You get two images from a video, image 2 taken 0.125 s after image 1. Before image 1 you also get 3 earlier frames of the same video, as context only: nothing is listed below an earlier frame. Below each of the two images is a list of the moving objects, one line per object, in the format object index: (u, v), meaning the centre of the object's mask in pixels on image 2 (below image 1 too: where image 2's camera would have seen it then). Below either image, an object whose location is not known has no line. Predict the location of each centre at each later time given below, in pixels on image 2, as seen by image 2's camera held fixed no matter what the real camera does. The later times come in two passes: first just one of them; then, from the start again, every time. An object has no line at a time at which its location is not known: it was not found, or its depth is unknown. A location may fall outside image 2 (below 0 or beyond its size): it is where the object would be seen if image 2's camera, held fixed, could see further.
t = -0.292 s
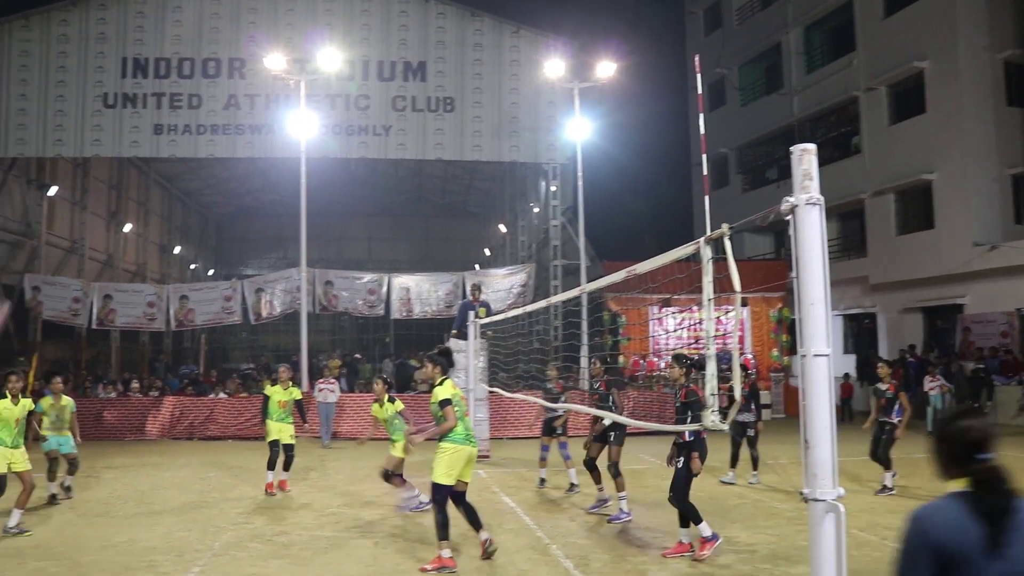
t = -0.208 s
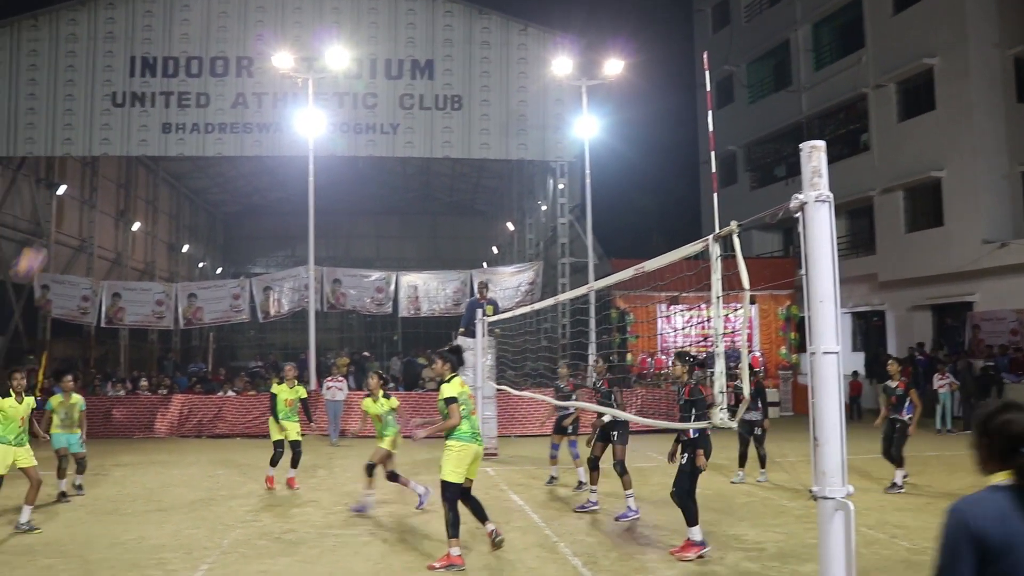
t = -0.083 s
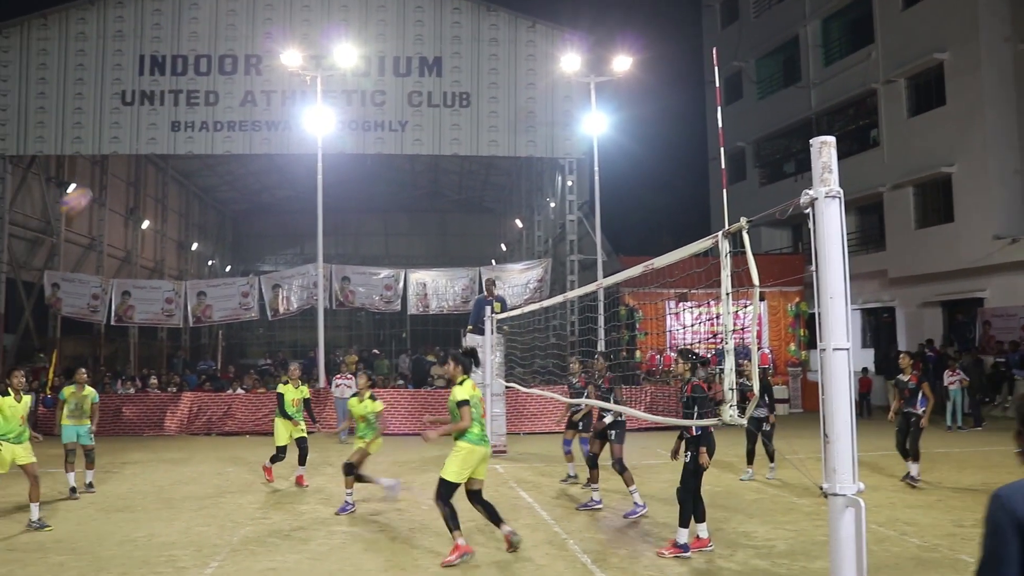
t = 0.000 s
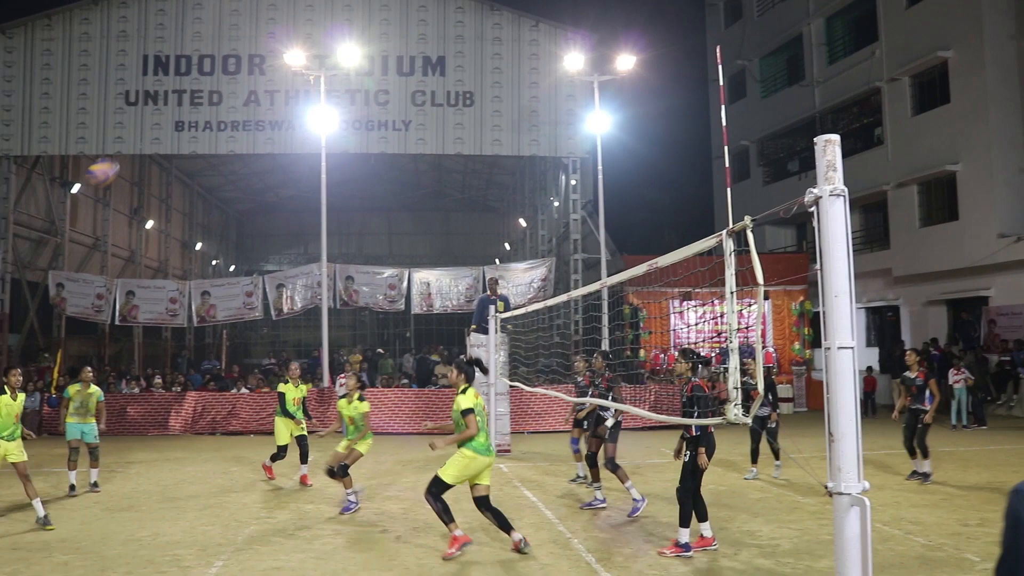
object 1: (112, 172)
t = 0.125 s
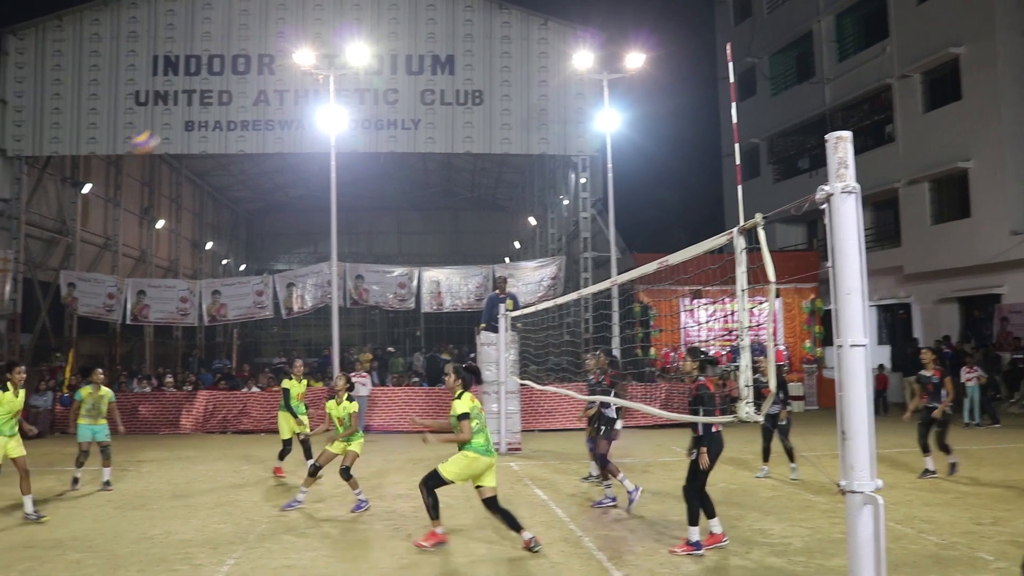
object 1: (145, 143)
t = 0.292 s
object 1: (182, 130)
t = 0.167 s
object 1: (155, 137)
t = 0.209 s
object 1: (164, 133)
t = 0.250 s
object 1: (173, 129)
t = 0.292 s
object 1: (182, 130)
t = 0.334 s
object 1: (194, 131)
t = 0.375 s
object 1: (202, 133)
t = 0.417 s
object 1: (211, 137)
